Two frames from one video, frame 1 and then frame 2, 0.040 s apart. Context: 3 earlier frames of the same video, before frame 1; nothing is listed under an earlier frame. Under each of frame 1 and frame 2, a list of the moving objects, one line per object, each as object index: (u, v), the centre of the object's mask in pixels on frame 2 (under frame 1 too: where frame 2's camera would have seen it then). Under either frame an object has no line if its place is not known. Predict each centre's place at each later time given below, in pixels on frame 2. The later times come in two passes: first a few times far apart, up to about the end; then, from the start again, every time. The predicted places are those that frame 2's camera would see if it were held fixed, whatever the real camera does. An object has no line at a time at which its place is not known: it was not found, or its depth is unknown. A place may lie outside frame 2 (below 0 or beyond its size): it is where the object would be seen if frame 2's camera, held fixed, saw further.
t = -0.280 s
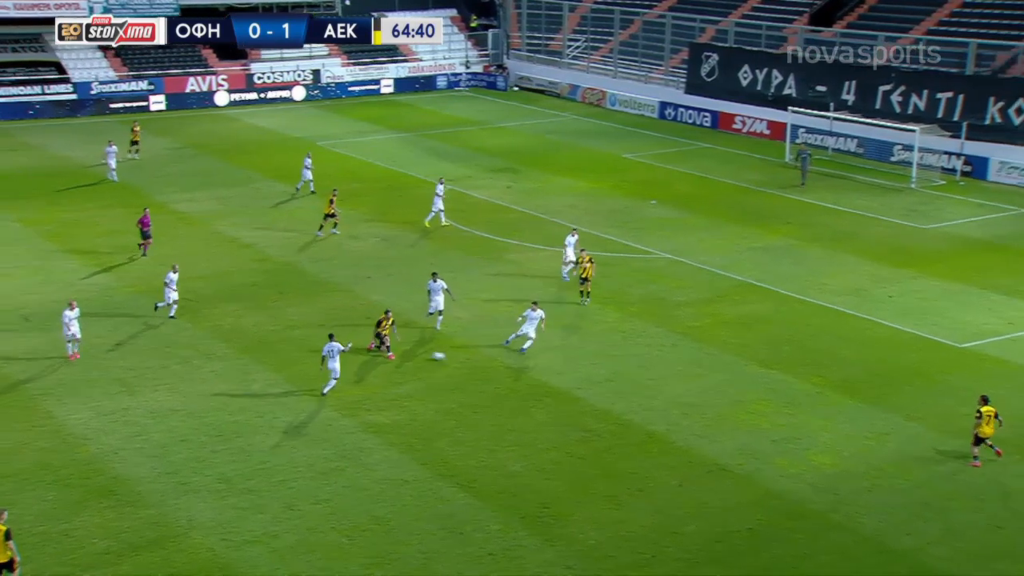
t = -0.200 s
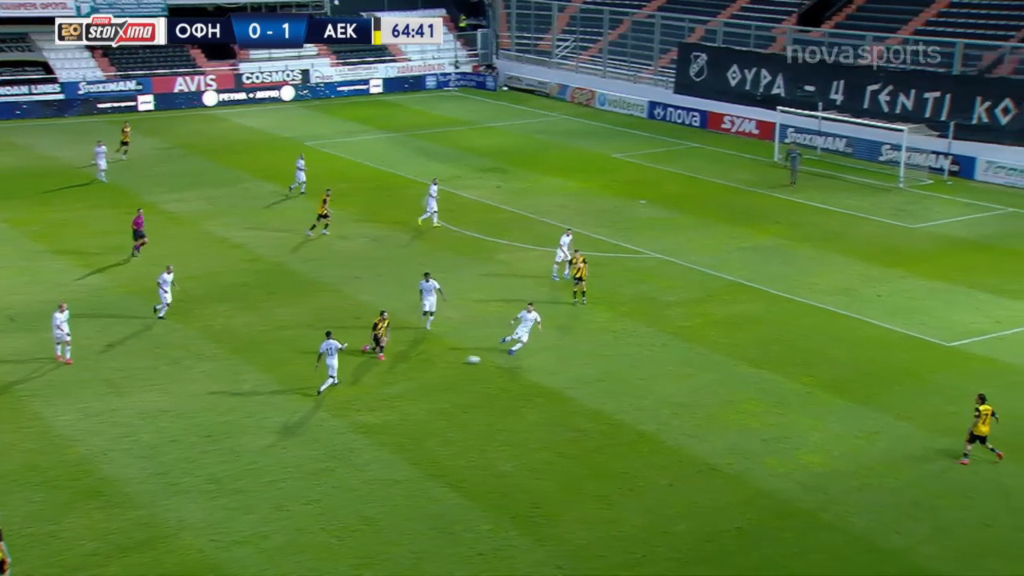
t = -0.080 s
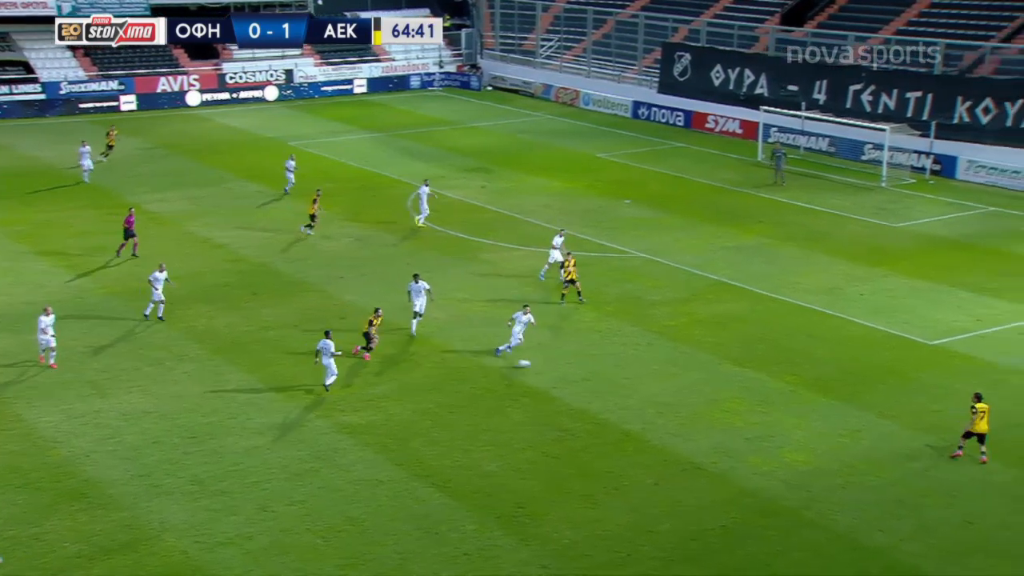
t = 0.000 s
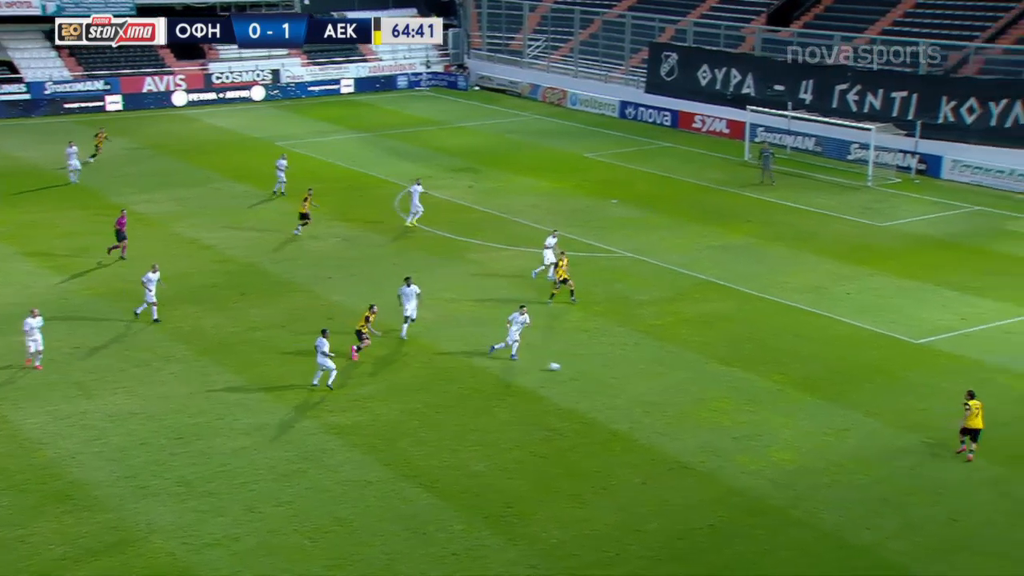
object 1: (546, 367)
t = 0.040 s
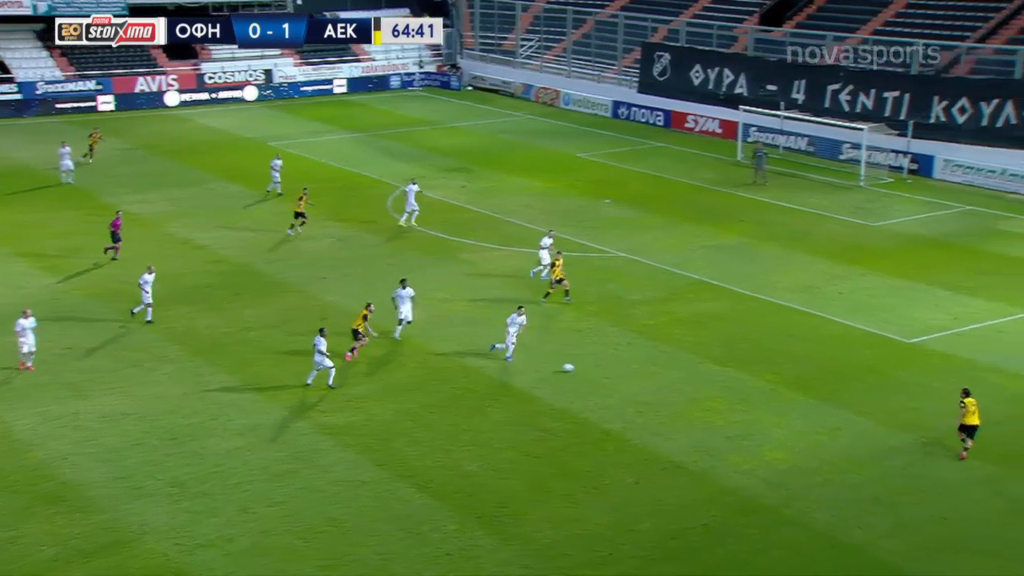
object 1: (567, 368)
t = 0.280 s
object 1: (686, 378)
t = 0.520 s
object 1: (796, 388)
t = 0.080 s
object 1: (588, 369)
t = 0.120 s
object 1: (608, 371)
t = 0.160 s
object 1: (628, 373)
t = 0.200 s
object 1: (648, 375)
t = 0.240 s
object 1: (667, 376)
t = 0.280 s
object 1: (686, 378)
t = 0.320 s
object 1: (705, 380)
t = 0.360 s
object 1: (724, 382)
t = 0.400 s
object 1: (742, 383)
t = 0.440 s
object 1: (760, 384)
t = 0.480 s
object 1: (778, 386)
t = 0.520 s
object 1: (796, 388)
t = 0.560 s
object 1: (812, 389)
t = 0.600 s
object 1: (829, 390)
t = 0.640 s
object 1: (847, 392)
